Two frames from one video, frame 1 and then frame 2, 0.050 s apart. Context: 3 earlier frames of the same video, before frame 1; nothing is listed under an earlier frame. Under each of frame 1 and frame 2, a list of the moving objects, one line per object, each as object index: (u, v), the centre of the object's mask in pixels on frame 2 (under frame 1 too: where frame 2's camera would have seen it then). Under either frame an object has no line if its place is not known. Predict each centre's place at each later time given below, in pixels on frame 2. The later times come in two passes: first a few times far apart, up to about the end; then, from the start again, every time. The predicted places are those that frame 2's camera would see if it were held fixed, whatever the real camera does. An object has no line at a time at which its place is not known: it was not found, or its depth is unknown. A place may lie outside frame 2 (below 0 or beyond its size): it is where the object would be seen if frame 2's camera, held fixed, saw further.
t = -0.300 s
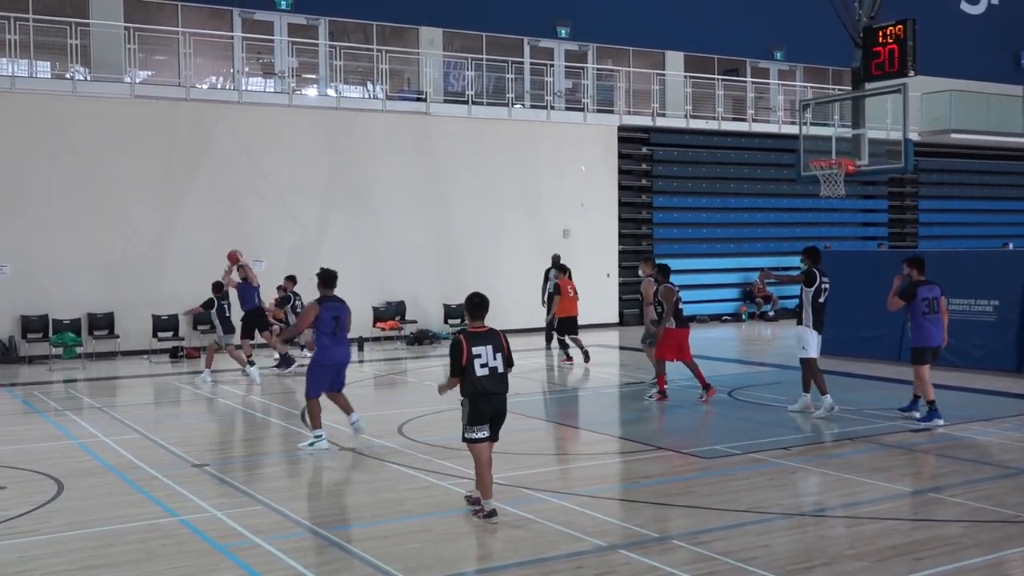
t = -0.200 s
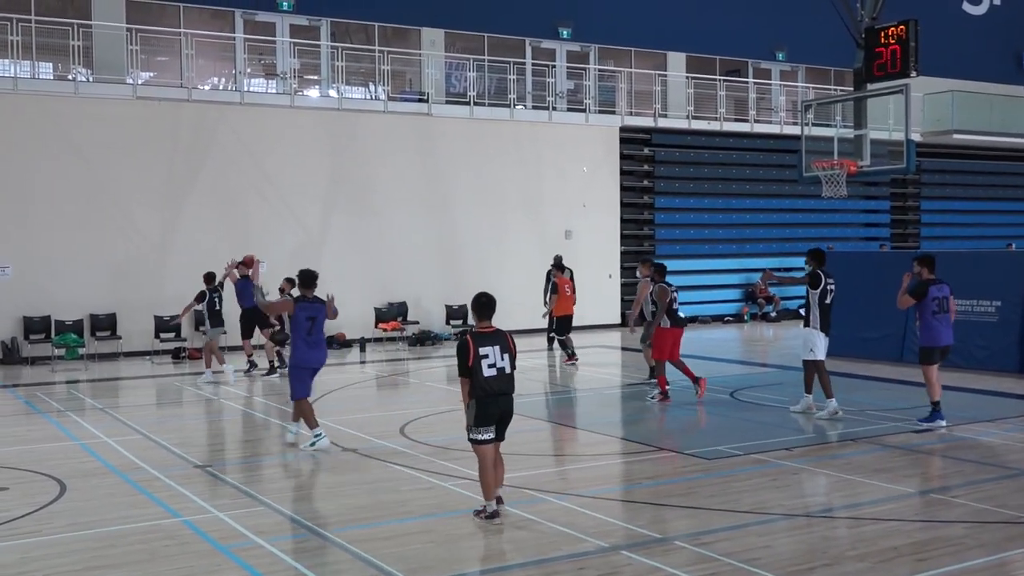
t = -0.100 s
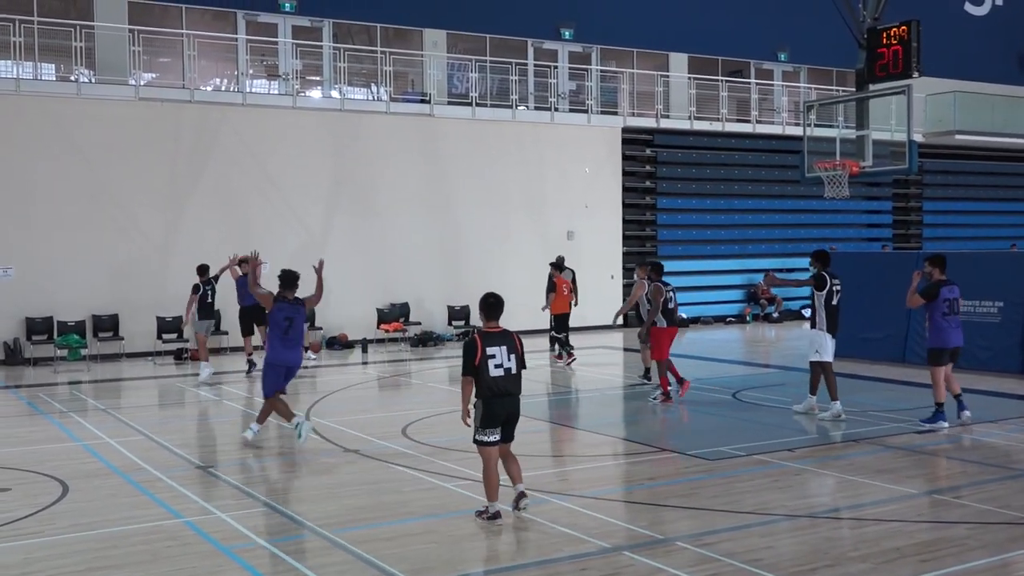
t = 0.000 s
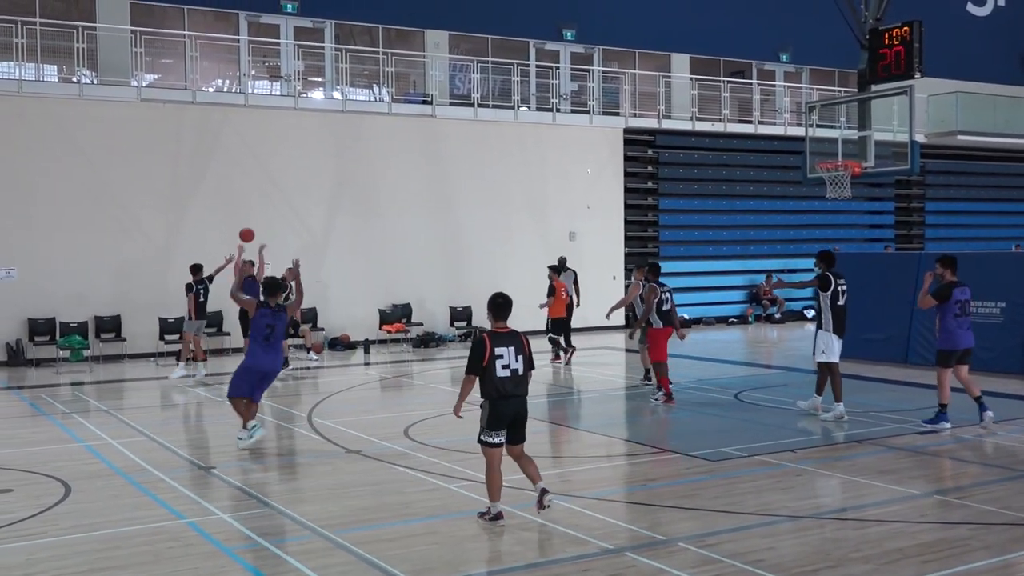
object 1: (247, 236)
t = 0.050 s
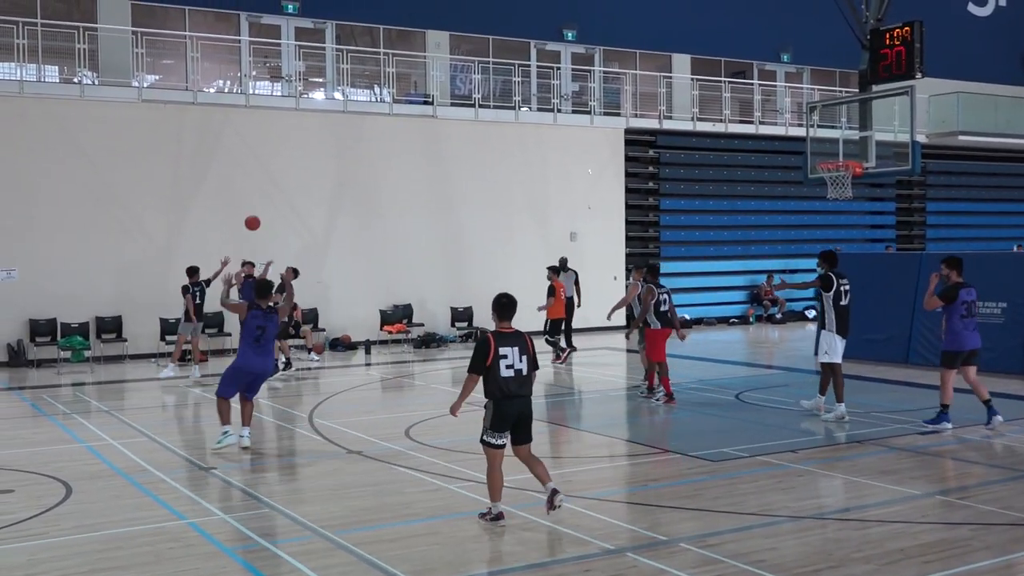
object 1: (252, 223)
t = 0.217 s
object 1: (270, 188)
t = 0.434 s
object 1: (297, 165)
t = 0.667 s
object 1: (337, 184)
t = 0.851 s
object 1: (380, 251)
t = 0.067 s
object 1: (254, 219)
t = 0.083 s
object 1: (255, 215)
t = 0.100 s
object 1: (257, 211)
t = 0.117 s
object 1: (259, 207)
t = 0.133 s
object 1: (261, 204)
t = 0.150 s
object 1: (262, 200)
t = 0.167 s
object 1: (264, 197)
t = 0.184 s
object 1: (266, 194)
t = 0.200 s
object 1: (268, 191)
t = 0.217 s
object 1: (270, 188)
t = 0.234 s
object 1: (272, 185)
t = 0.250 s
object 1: (274, 183)
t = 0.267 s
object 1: (276, 180)
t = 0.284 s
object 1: (278, 178)
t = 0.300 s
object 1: (280, 176)
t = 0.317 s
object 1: (282, 174)
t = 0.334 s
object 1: (284, 172)
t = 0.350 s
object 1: (286, 170)
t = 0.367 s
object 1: (288, 169)
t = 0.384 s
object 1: (290, 168)
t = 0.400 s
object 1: (293, 167)
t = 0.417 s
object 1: (295, 166)
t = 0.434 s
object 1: (297, 165)
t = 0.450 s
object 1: (300, 165)
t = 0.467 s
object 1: (302, 165)
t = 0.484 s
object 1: (305, 165)
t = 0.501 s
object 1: (307, 165)
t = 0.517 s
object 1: (310, 166)
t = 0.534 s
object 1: (312, 166)
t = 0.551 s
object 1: (315, 167)
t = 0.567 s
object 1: (318, 169)
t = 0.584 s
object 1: (321, 171)
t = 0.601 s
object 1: (324, 173)
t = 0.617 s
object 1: (327, 175)
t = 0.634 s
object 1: (330, 178)
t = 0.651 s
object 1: (334, 181)
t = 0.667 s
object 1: (337, 184)
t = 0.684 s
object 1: (340, 188)
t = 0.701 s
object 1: (344, 192)
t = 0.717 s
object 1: (347, 197)
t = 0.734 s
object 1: (351, 202)
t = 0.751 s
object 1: (354, 207)
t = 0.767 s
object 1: (359, 213)
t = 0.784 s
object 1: (362, 220)
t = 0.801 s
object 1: (366, 227)
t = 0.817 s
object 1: (370, 234)
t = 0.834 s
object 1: (375, 242)
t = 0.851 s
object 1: (380, 251)
